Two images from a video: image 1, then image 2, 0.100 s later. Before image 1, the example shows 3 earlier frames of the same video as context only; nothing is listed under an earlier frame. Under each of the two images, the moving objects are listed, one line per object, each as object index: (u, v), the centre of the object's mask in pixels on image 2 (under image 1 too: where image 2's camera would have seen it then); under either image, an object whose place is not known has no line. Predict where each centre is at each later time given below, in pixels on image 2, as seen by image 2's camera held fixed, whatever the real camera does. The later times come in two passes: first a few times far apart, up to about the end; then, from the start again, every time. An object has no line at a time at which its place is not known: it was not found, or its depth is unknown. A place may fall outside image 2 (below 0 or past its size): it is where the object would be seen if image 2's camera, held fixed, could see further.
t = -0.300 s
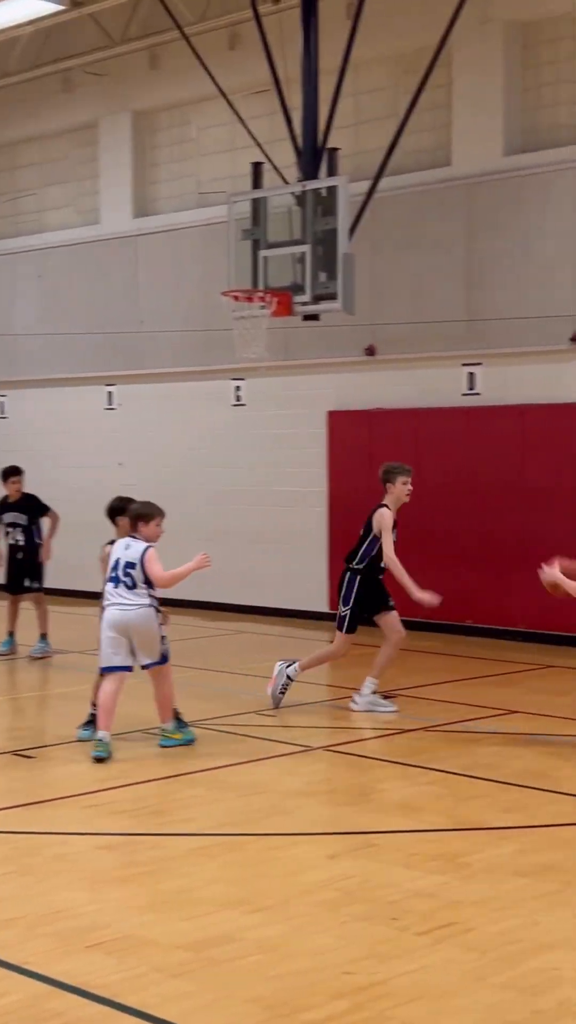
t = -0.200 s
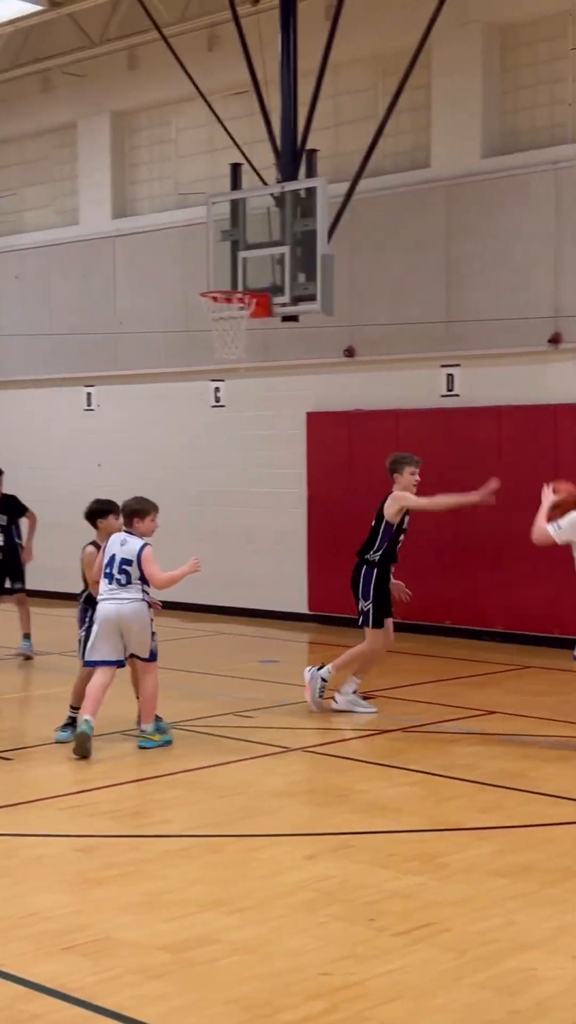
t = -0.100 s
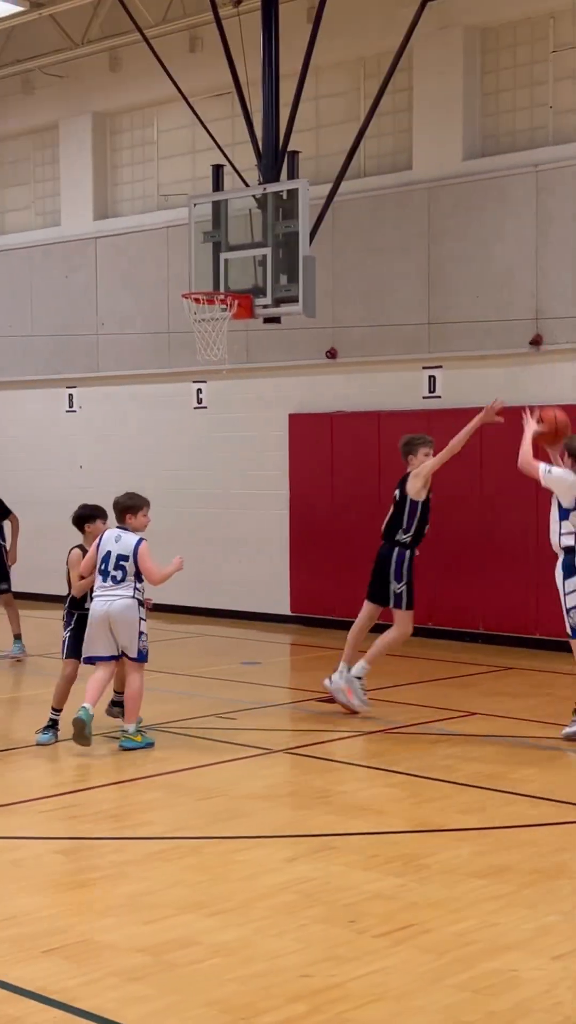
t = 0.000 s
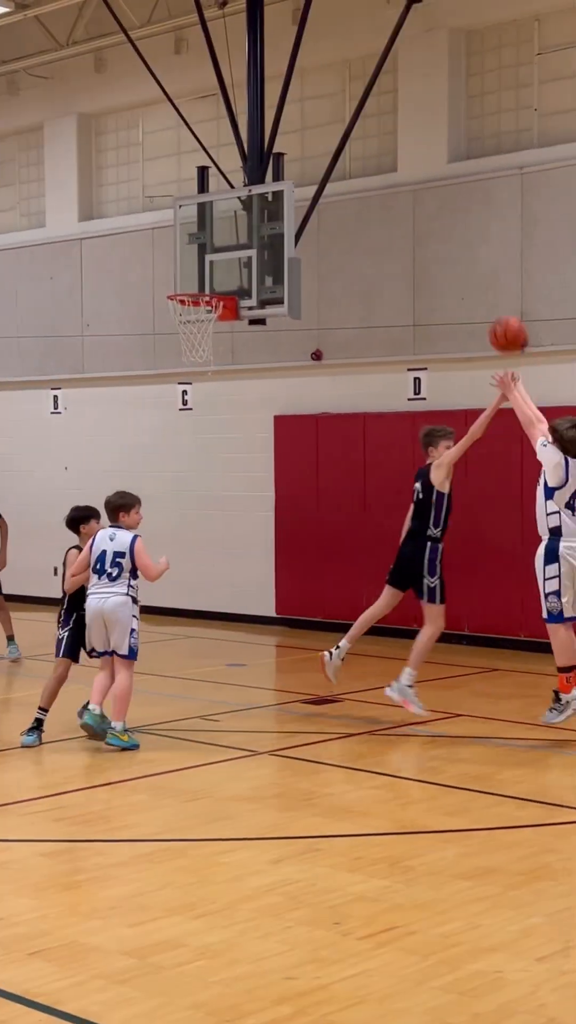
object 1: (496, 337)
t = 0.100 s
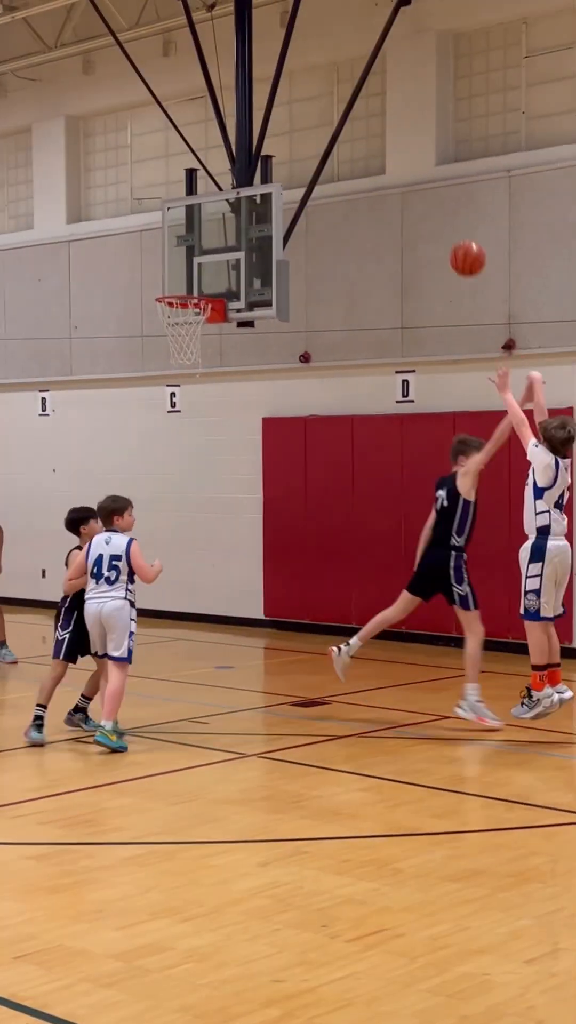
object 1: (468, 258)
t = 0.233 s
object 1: (433, 183)
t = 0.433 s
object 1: (385, 126)
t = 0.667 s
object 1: (335, 133)
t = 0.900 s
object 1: (291, 209)
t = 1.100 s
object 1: (260, 271)
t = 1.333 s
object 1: (223, 364)
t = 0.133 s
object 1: (458, 237)
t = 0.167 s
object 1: (450, 217)
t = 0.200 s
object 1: (441, 199)
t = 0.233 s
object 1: (433, 183)
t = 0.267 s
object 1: (424, 169)
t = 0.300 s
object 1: (416, 157)
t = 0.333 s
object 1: (408, 146)
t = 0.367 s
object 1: (401, 138)
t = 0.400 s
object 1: (392, 131)
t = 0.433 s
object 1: (385, 126)
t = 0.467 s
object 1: (378, 123)
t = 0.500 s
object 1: (370, 121)
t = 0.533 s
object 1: (363, 120)
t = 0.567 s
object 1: (356, 121)
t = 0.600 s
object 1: (348, 124)
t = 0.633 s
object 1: (342, 128)
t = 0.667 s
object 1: (335, 133)
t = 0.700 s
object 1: (329, 140)
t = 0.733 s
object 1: (322, 149)
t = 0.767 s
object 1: (316, 158)
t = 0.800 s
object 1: (310, 169)
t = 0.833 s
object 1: (304, 181)
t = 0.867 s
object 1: (298, 194)
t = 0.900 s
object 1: (291, 209)
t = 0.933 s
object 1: (285, 225)
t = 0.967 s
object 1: (279, 241)
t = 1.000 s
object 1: (275, 253)
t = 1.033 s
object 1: (269, 258)
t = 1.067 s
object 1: (264, 263)
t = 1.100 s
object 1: (260, 271)
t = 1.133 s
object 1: (254, 280)
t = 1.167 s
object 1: (250, 289)
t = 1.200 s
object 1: (244, 301)
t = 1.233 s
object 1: (239, 314)
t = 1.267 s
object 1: (233, 330)
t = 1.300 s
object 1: (229, 346)
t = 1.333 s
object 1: (223, 364)
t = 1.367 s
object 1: (218, 384)
